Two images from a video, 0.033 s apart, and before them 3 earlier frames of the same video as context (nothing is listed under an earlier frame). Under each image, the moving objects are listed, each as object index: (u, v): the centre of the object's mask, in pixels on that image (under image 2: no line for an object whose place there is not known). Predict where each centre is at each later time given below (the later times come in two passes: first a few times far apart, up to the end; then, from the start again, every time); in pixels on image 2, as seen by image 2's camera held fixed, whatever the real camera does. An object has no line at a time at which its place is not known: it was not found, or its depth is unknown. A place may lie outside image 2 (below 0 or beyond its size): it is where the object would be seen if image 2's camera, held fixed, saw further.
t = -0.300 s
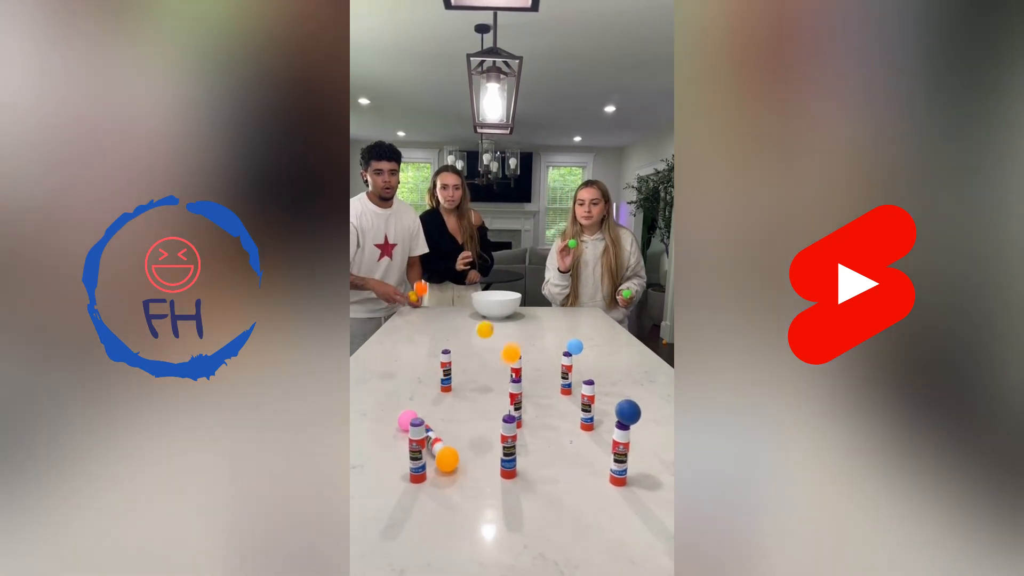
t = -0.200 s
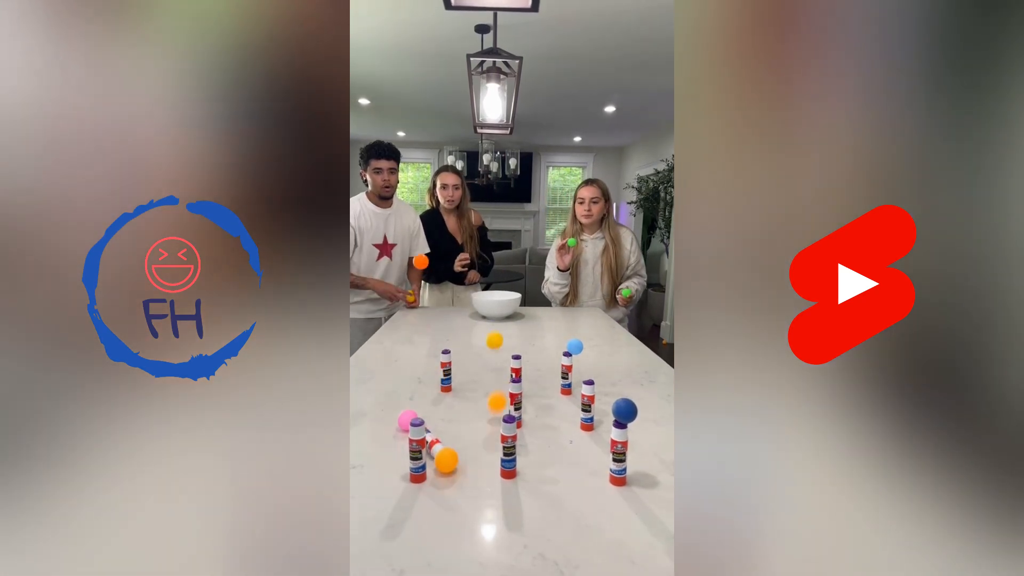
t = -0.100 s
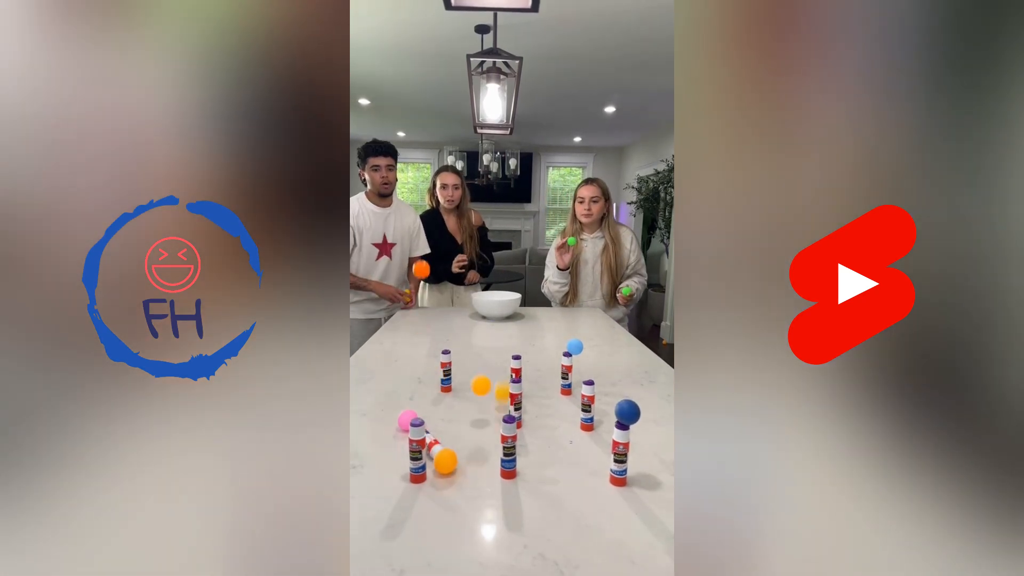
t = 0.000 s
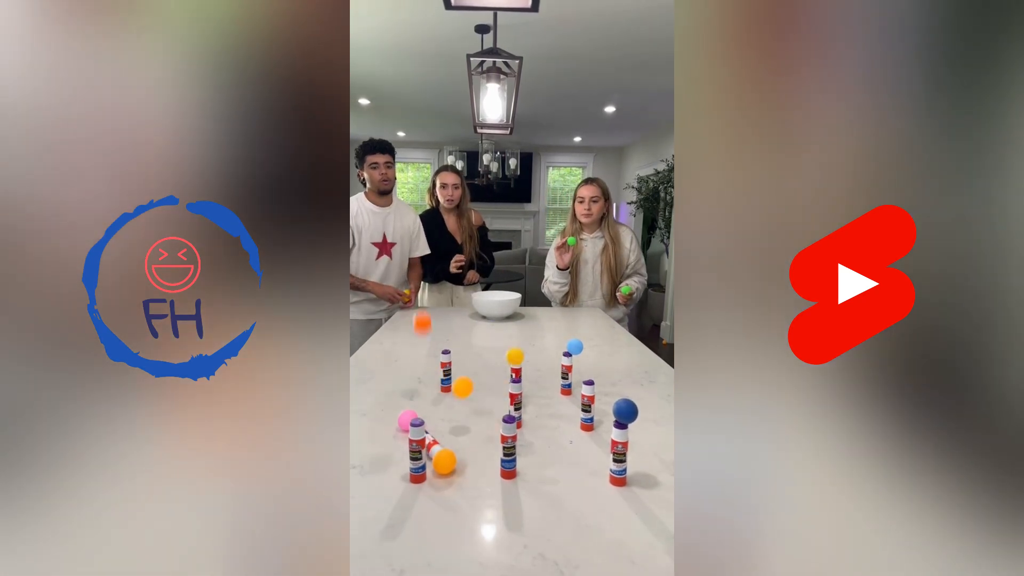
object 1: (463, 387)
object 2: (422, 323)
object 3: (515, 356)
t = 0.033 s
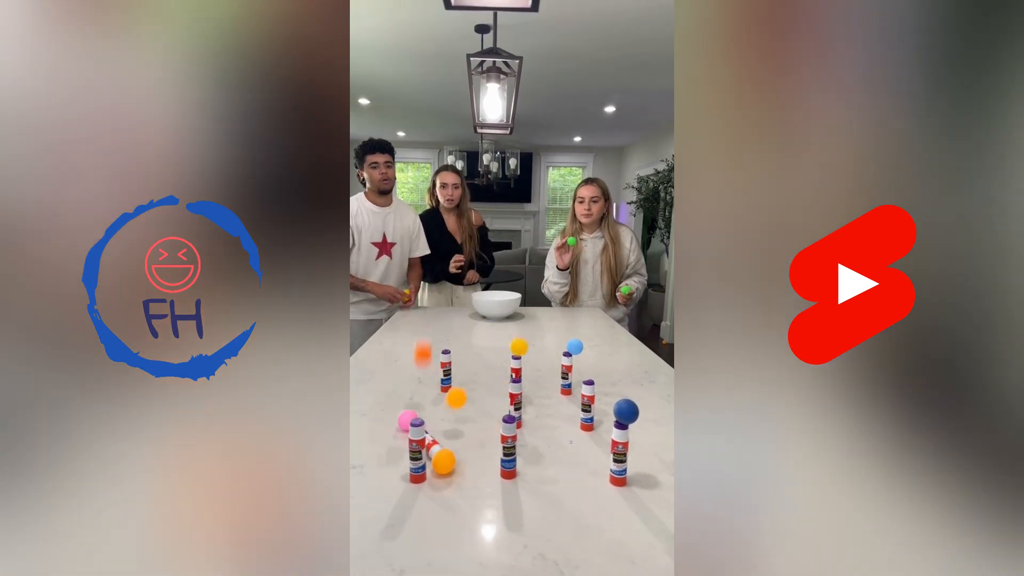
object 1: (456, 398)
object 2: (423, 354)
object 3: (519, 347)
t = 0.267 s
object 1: (493, 514)
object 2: (433, 358)
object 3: (544, 410)
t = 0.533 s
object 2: (483, 406)
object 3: (569, 378)
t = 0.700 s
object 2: (513, 405)
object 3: (576, 366)
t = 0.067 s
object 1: (450, 414)
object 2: (423, 390)
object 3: (523, 342)
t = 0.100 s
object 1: (442, 431)
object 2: (429, 419)
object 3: (527, 341)
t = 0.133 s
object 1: (448, 431)
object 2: (431, 400)
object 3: (530, 345)
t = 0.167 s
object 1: (457, 439)
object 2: (431, 382)
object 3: (534, 355)
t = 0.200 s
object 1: (467, 456)
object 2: (432, 368)
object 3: (537, 368)
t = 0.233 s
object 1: (479, 481)
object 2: (433, 360)
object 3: (540, 387)
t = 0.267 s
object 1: (493, 514)
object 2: (433, 358)
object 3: (544, 410)
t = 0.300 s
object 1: (501, 520)
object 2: (433, 360)
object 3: (547, 390)
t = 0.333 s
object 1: (510, 536)
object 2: (434, 369)
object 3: (551, 374)
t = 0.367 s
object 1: (519, 560)
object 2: (434, 385)
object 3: (554, 363)
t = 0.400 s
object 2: (435, 407)
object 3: (557, 356)
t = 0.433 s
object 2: (440, 431)
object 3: (560, 355)
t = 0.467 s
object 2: (455, 426)
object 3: (563, 358)
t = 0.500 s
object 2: (469, 413)
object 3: (566, 366)
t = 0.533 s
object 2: (483, 406)
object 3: (569, 378)
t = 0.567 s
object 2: (496, 405)
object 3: (571, 397)
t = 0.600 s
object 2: (506, 403)
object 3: (572, 412)
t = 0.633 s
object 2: (513, 405)
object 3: (573, 390)
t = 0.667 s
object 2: (513, 405)
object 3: (575, 375)
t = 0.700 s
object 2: (513, 405)
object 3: (576, 366)
